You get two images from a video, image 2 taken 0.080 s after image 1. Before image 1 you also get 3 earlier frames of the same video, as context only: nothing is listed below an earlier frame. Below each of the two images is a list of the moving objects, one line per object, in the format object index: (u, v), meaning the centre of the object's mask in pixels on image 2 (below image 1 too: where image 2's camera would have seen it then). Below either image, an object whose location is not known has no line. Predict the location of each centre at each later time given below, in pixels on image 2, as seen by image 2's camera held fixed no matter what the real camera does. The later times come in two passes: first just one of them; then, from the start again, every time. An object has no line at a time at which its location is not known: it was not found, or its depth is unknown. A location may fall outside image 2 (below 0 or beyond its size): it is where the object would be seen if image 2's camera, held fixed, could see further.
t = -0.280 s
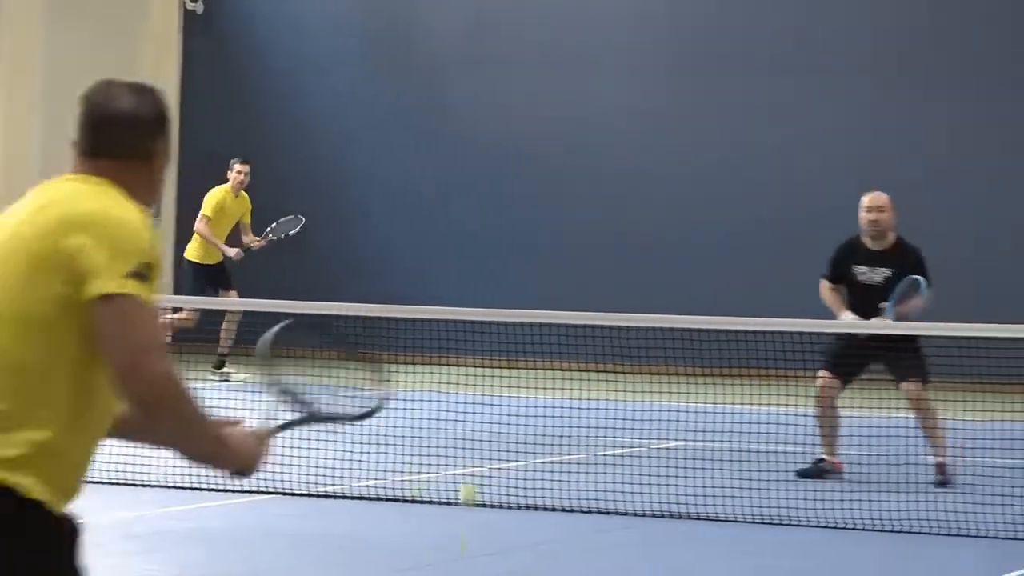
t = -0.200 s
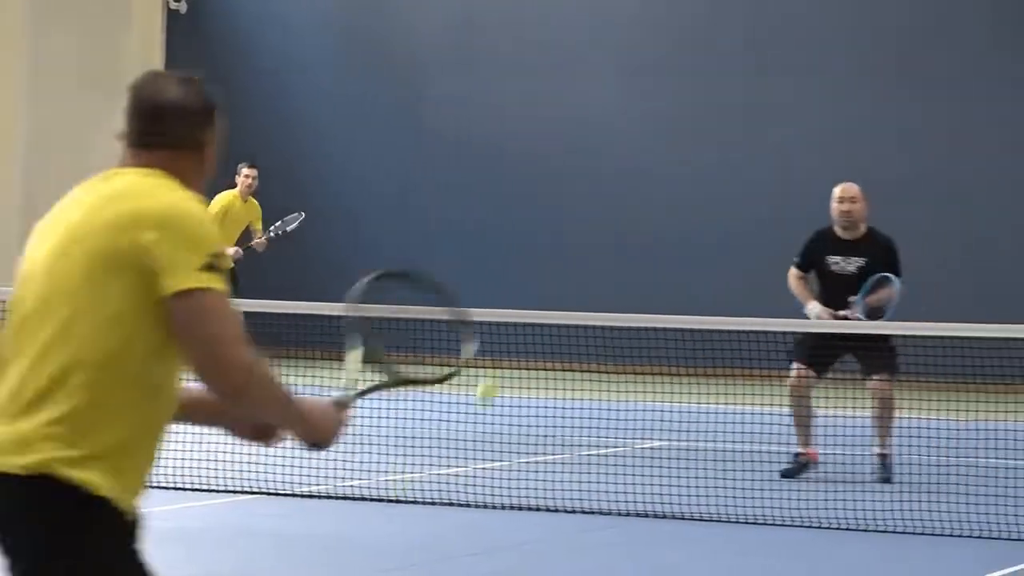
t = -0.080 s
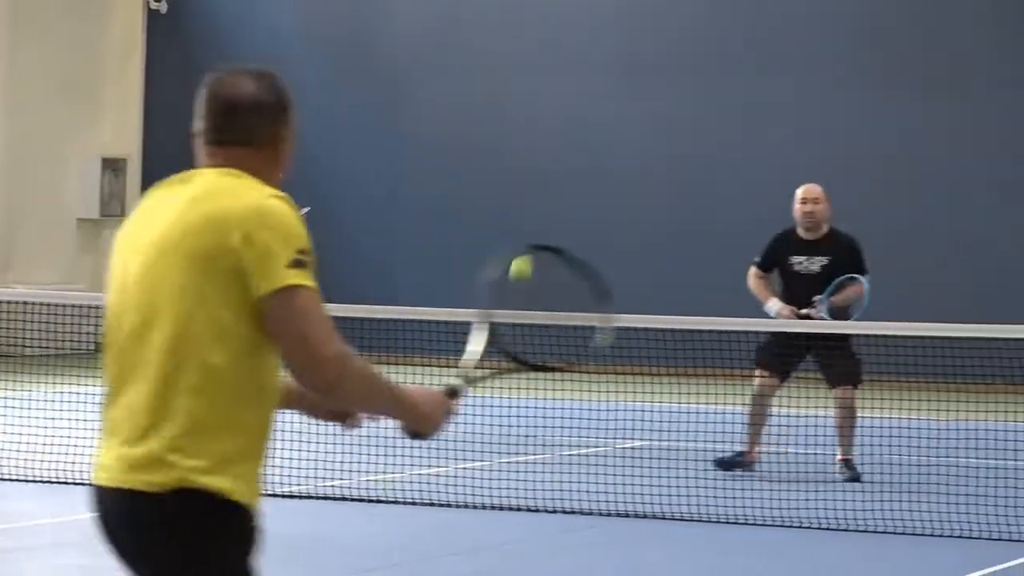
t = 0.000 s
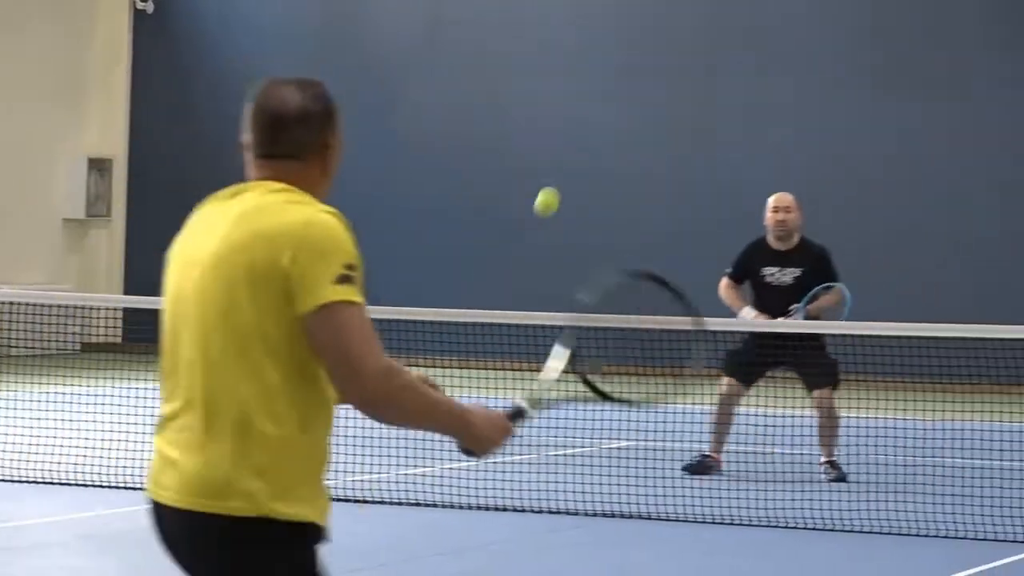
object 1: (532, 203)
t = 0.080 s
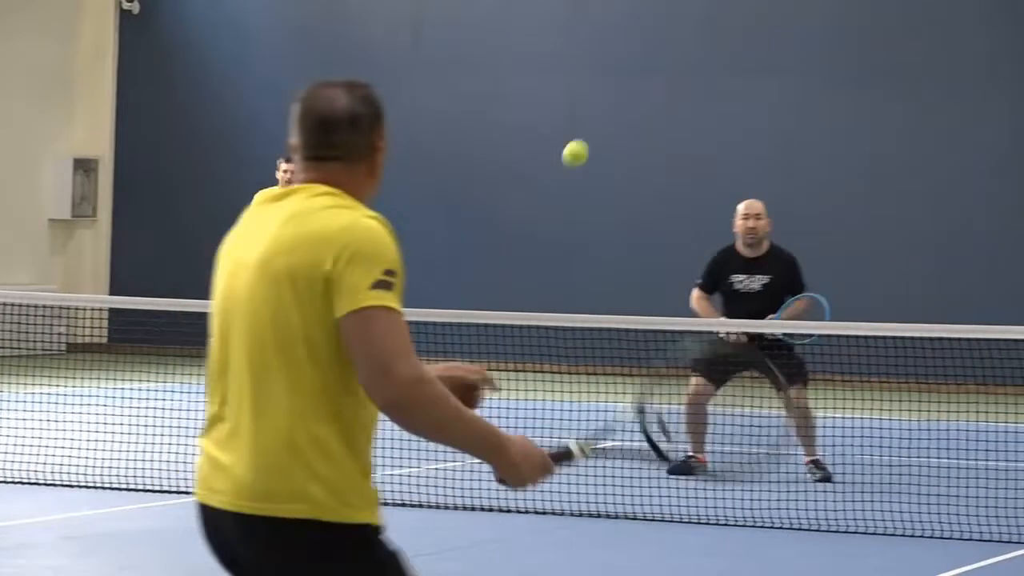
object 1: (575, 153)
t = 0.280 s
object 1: (698, 120)
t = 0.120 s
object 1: (596, 135)
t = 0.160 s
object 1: (619, 123)
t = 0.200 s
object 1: (644, 116)
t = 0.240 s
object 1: (671, 114)
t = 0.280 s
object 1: (698, 120)
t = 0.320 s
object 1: (727, 133)
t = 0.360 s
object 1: (755, 154)
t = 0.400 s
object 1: (786, 185)
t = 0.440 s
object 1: (819, 227)
